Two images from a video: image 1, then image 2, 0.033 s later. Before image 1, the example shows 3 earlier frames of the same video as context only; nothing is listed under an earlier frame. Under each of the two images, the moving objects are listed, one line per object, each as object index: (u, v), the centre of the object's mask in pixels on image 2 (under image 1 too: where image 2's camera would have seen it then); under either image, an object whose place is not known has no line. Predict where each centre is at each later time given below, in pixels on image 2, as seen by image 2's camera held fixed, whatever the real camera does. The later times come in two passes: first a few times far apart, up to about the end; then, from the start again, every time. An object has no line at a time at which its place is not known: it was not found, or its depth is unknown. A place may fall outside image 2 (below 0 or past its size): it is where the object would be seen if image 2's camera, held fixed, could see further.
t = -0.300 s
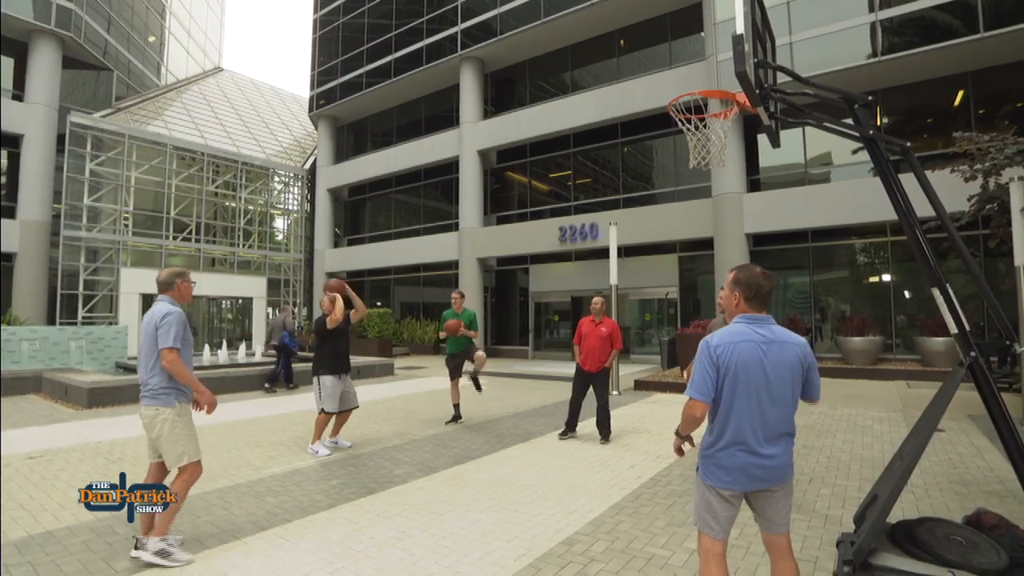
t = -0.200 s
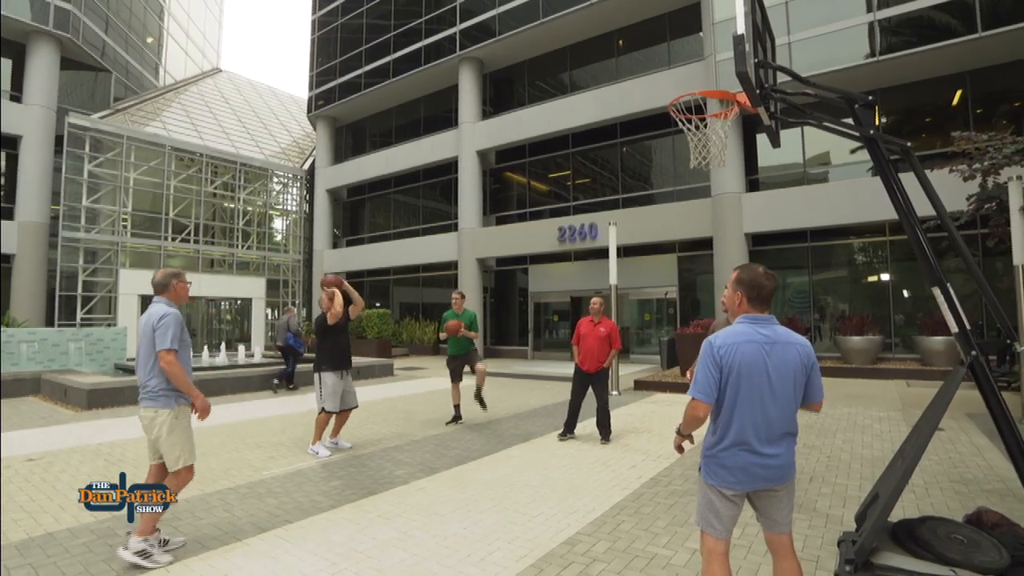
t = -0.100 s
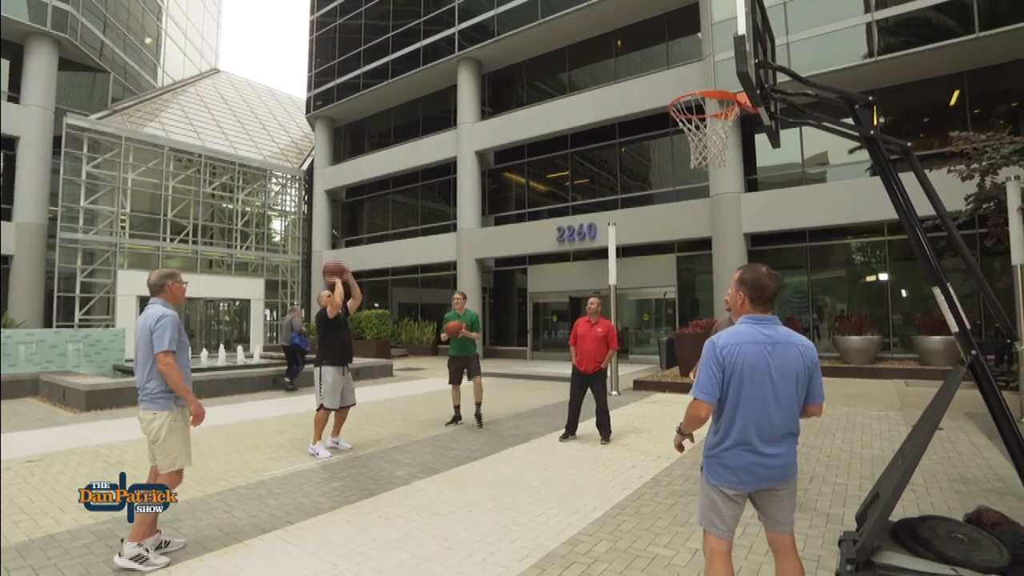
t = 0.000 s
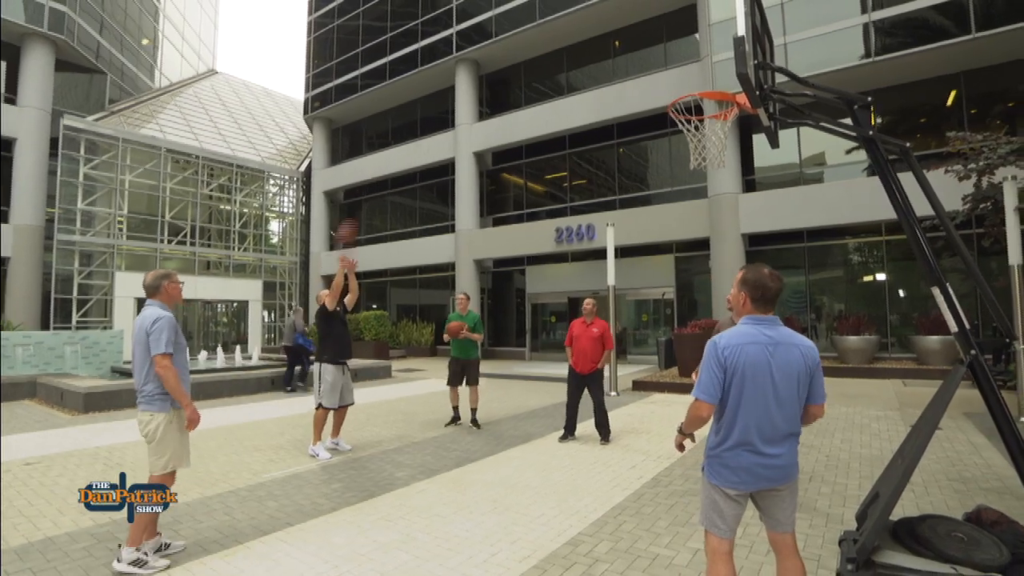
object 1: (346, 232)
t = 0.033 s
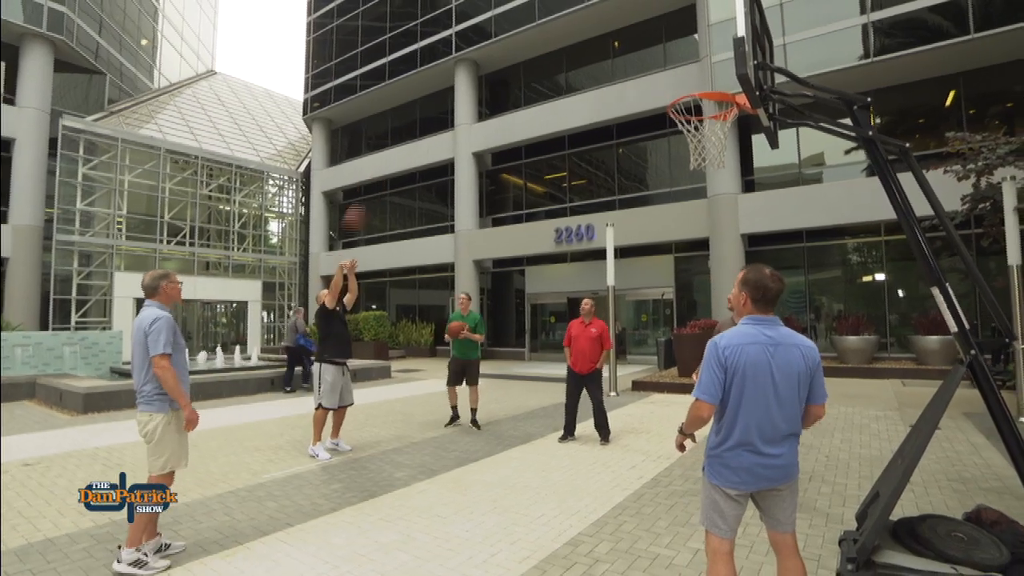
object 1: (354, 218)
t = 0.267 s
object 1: (418, 122)
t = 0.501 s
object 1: (495, 58)
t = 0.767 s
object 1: (599, 44)
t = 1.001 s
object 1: (711, 88)
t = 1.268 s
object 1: (691, 161)
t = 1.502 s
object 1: (638, 271)
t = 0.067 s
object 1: (362, 202)
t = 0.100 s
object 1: (371, 188)
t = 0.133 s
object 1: (381, 172)
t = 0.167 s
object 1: (391, 157)
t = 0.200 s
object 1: (399, 145)
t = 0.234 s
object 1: (409, 132)
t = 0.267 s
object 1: (418, 122)
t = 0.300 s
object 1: (429, 110)
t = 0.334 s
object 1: (439, 99)
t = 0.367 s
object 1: (450, 89)
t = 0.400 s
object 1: (461, 80)
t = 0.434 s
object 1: (472, 71)
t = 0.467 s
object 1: (483, 64)
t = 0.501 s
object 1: (495, 58)
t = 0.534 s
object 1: (506, 54)
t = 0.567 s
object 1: (519, 48)
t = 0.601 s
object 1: (531, 45)
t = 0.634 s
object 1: (543, 43)
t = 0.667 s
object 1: (556, 41)
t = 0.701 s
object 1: (570, 42)
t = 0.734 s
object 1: (585, 42)
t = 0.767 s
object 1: (599, 44)
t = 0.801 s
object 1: (613, 46)
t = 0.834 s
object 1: (629, 50)
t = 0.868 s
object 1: (645, 57)
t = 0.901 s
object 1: (662, 66)
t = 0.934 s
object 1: (680, 75)
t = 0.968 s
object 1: (696, 84)
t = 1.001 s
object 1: (711, 88)
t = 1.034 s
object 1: (727, 116)
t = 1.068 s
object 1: (730, 125)
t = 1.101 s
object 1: (728, 135)
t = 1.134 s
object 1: (720, 136)
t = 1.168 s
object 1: (713, 142)
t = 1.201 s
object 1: (706, 147)
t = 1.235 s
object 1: (699, 153)
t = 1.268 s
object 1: (691, 161)
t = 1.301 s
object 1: (684, 172)
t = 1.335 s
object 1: (676, 184)
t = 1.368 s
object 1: (669, 198)
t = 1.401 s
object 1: (661, 213)
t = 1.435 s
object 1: (654, 230)
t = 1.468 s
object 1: (647, 250)
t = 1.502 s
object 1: (638, 271)
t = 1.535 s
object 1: (631, 293)
